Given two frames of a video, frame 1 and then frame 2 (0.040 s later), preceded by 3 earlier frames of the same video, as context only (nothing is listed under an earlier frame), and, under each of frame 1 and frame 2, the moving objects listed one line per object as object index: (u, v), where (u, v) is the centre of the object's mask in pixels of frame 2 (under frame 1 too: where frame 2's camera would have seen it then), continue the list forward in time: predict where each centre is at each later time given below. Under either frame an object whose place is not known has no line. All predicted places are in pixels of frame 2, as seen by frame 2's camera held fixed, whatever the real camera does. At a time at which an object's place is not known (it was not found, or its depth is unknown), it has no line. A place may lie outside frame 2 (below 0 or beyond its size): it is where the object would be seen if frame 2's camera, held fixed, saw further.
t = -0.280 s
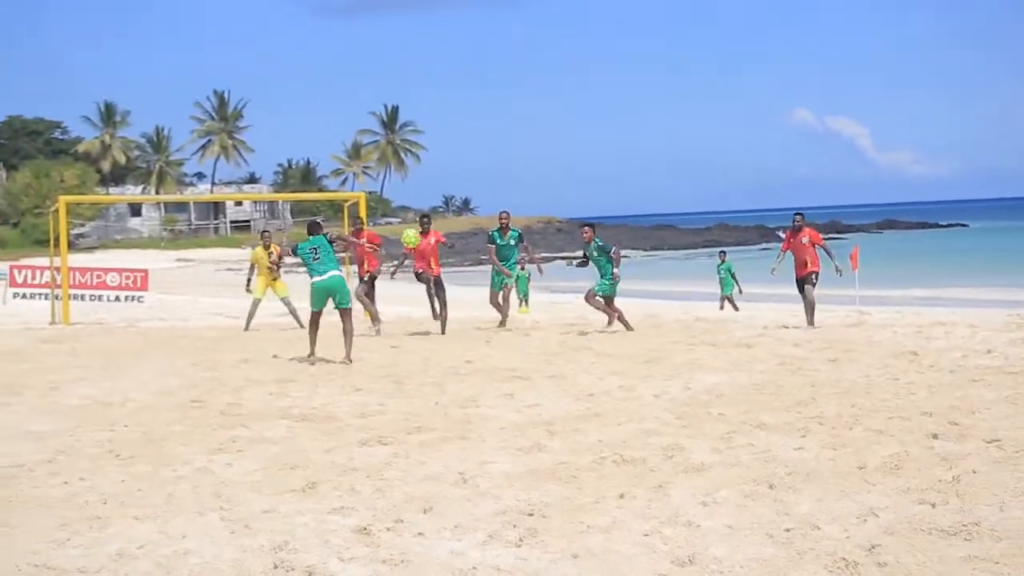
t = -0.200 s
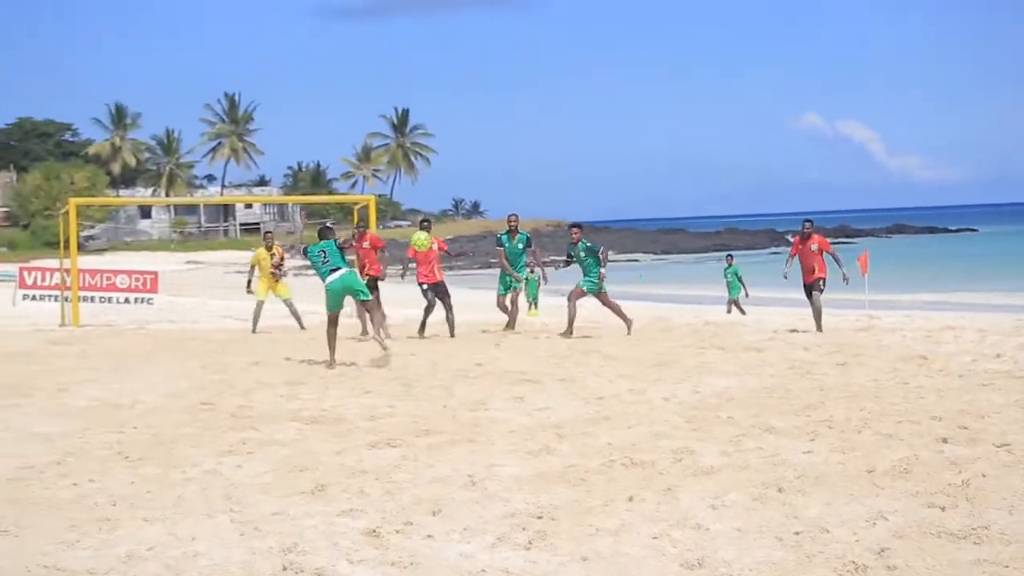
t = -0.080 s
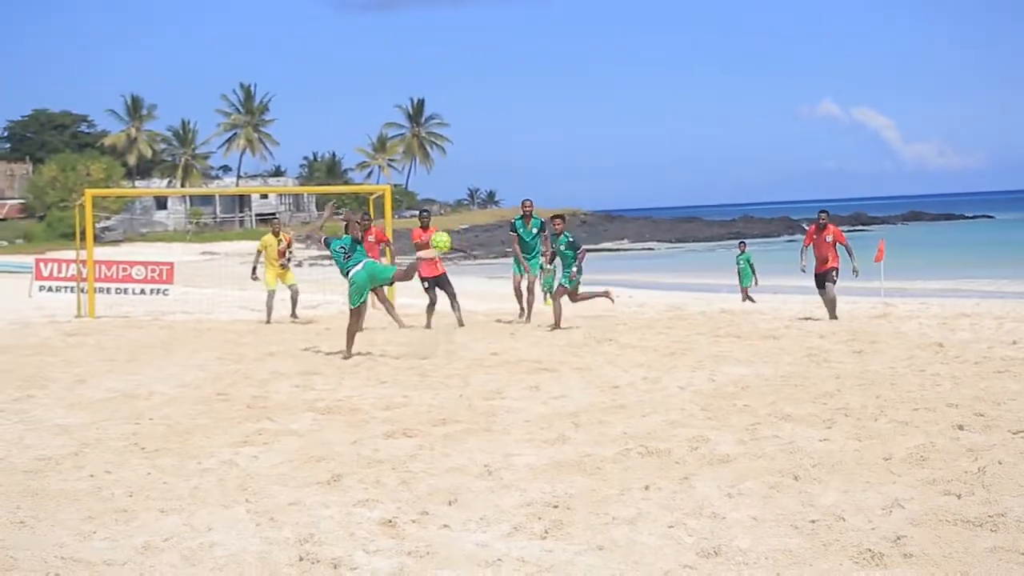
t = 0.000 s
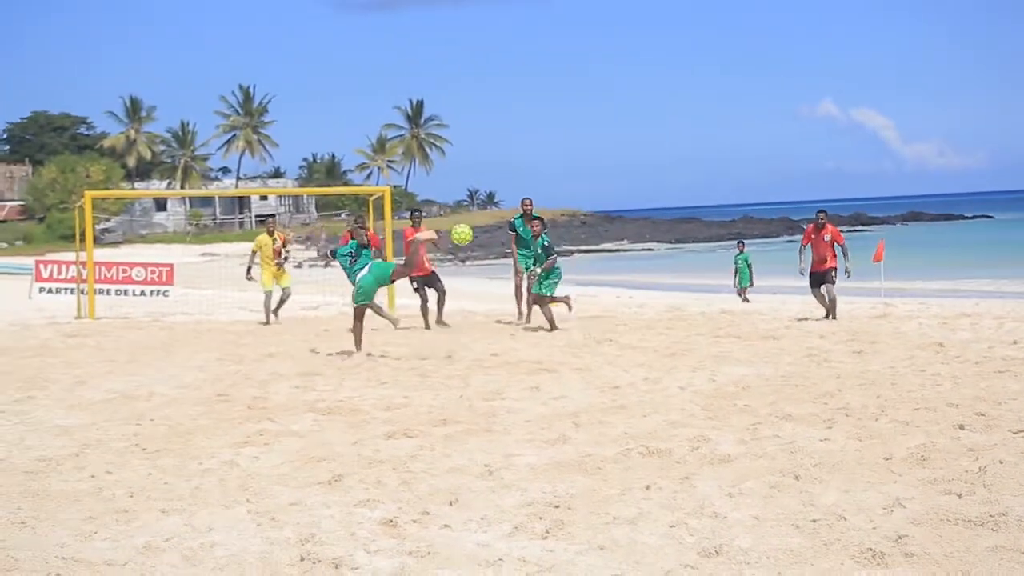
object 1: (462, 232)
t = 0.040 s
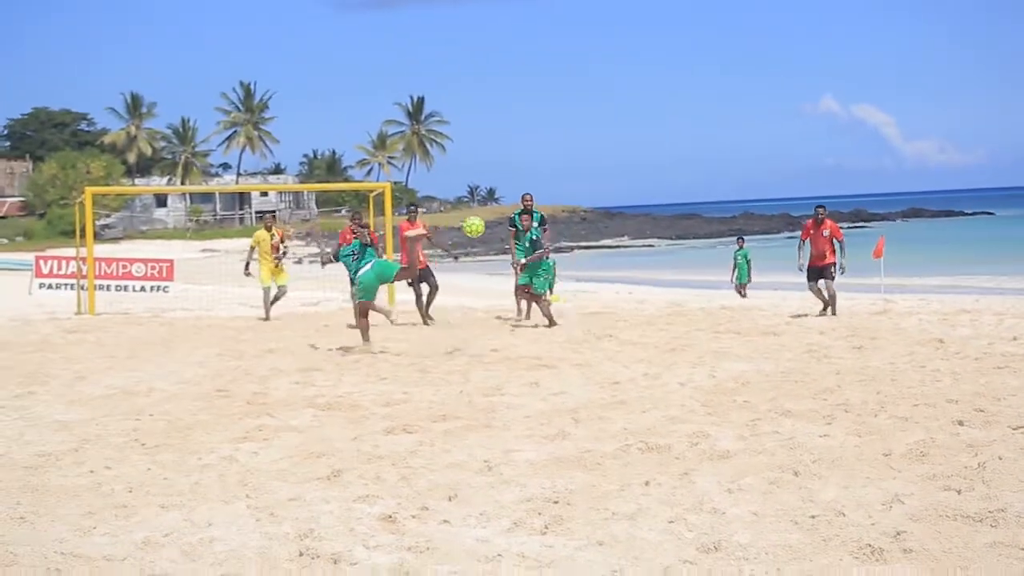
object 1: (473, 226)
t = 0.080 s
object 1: (485, 226)
